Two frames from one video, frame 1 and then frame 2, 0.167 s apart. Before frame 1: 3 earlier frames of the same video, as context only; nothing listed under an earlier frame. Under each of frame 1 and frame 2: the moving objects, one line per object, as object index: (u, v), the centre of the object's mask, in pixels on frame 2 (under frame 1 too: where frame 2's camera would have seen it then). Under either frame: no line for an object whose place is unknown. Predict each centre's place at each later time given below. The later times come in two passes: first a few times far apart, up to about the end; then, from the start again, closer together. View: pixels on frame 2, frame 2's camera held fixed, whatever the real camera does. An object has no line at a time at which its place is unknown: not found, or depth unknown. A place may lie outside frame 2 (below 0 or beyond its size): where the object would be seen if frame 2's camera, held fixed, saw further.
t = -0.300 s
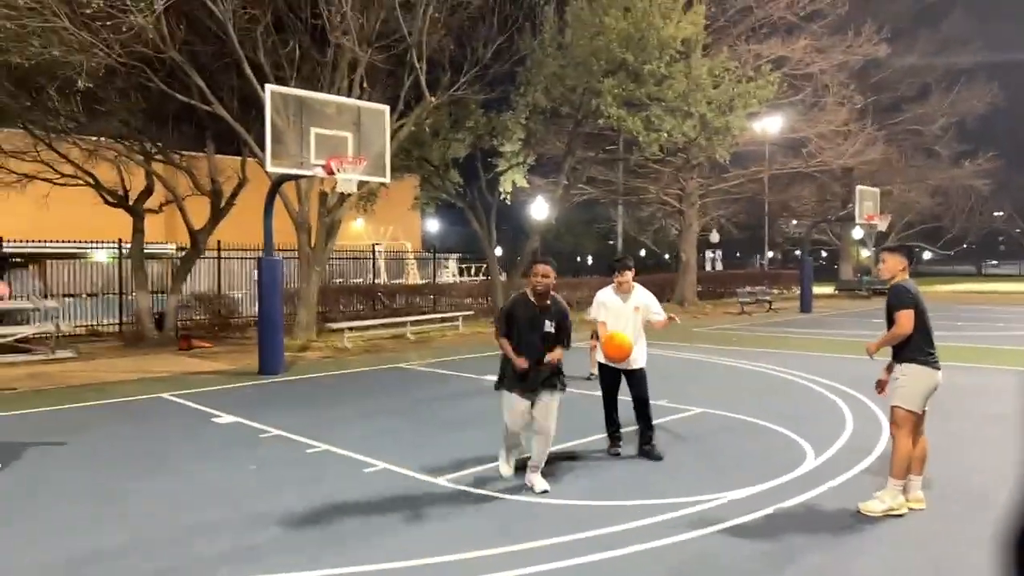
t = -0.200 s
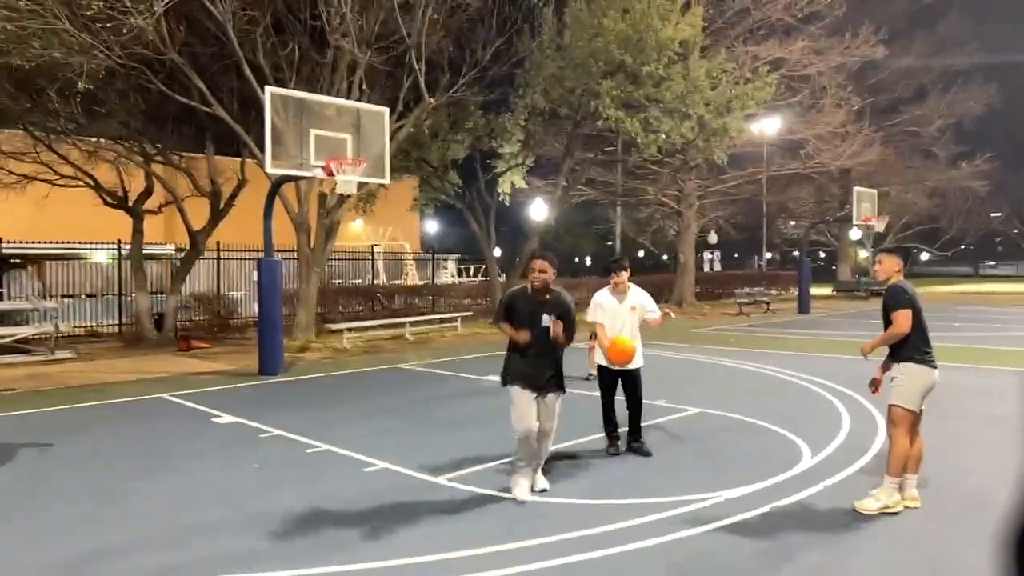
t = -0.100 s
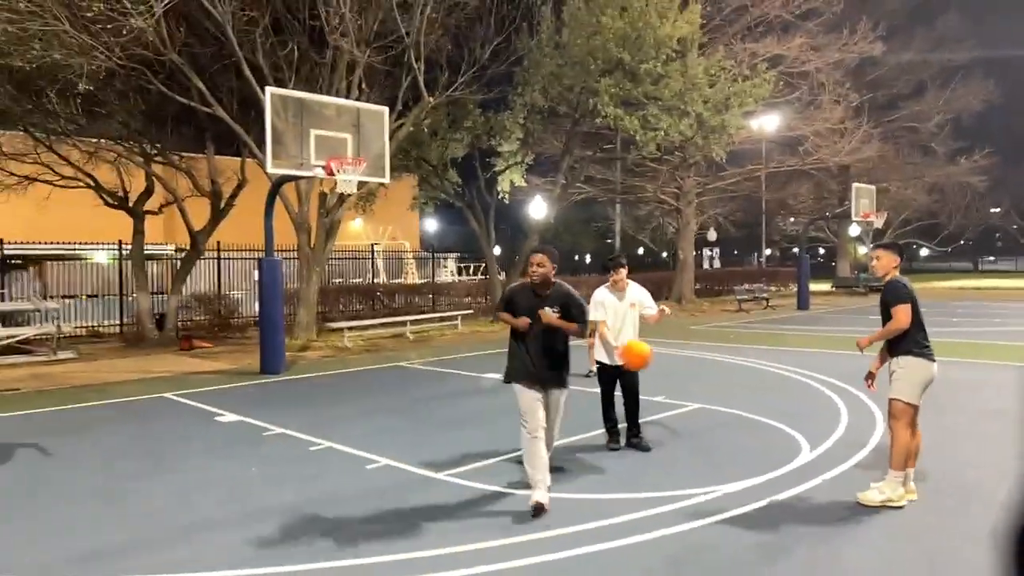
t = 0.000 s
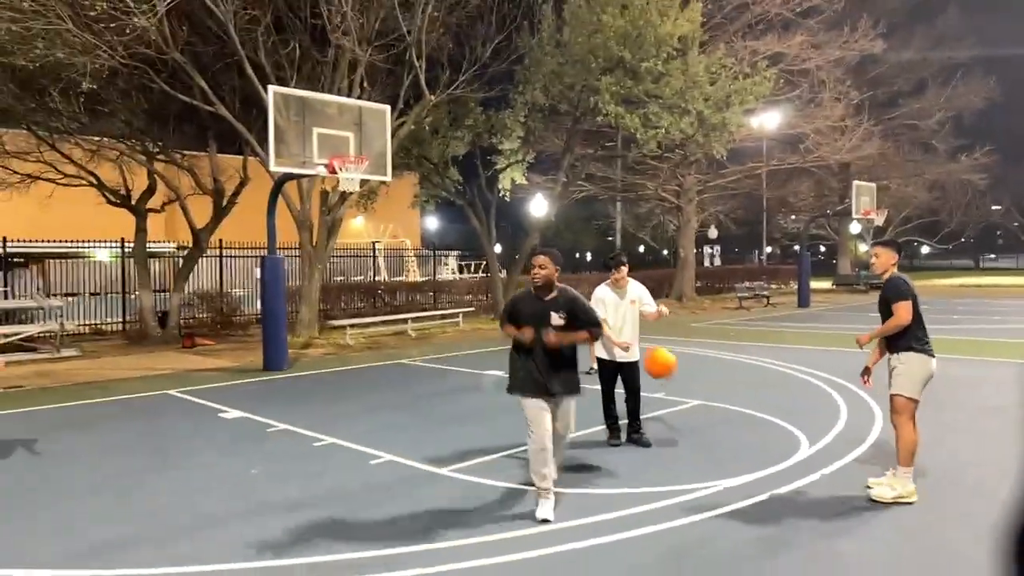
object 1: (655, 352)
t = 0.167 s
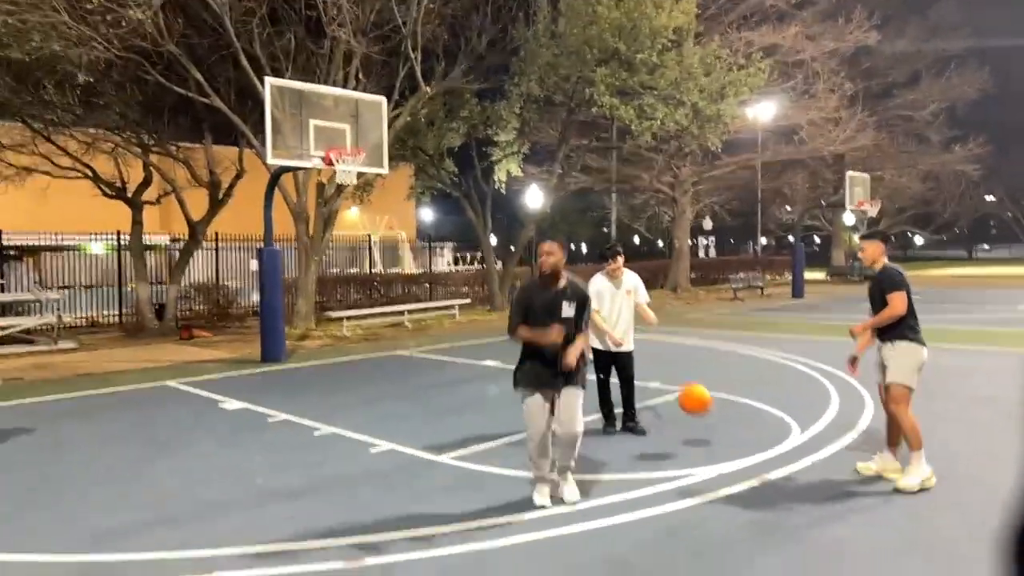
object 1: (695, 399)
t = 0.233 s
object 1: (710, 426)
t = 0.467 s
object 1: (760, 377)
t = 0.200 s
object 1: (702, 412)
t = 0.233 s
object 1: (710, 426)
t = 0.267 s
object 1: (719, 436)
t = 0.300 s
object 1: (726, 424)
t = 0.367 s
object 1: (739, 400)
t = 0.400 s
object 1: (746, 391)
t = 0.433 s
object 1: (753, 383)
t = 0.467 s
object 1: (760, 377)
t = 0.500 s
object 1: (766, 372)
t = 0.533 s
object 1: (775, 367)
